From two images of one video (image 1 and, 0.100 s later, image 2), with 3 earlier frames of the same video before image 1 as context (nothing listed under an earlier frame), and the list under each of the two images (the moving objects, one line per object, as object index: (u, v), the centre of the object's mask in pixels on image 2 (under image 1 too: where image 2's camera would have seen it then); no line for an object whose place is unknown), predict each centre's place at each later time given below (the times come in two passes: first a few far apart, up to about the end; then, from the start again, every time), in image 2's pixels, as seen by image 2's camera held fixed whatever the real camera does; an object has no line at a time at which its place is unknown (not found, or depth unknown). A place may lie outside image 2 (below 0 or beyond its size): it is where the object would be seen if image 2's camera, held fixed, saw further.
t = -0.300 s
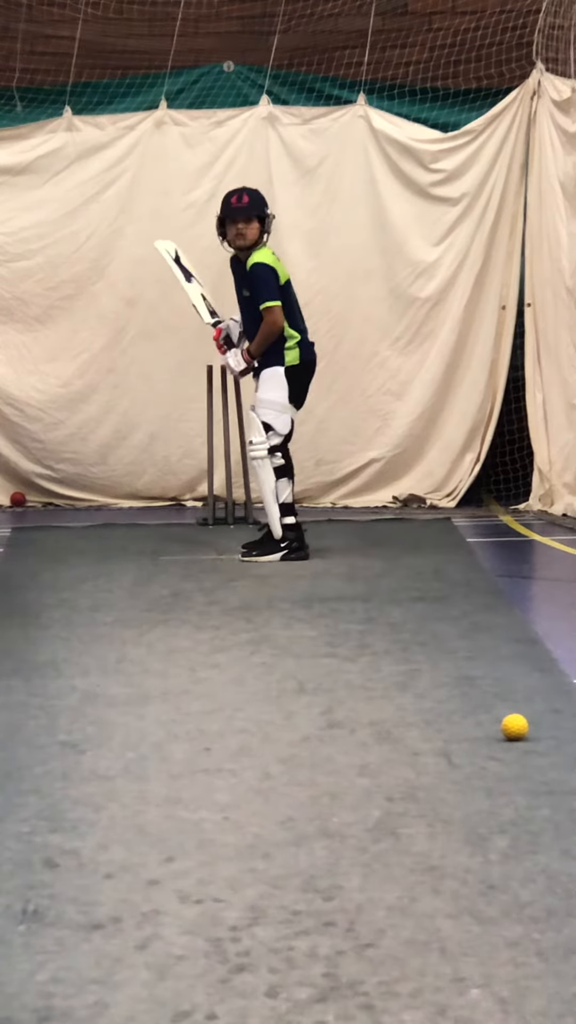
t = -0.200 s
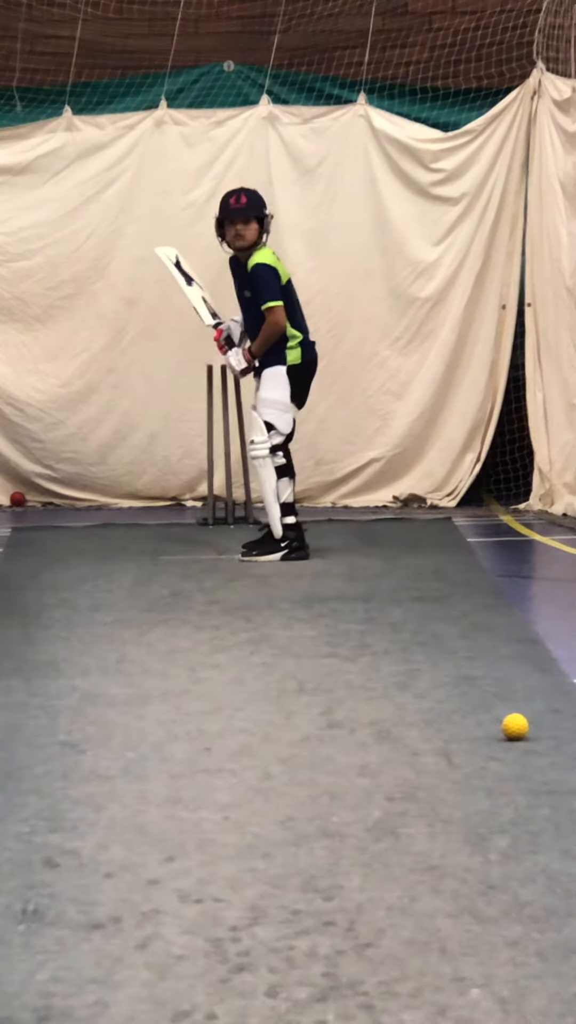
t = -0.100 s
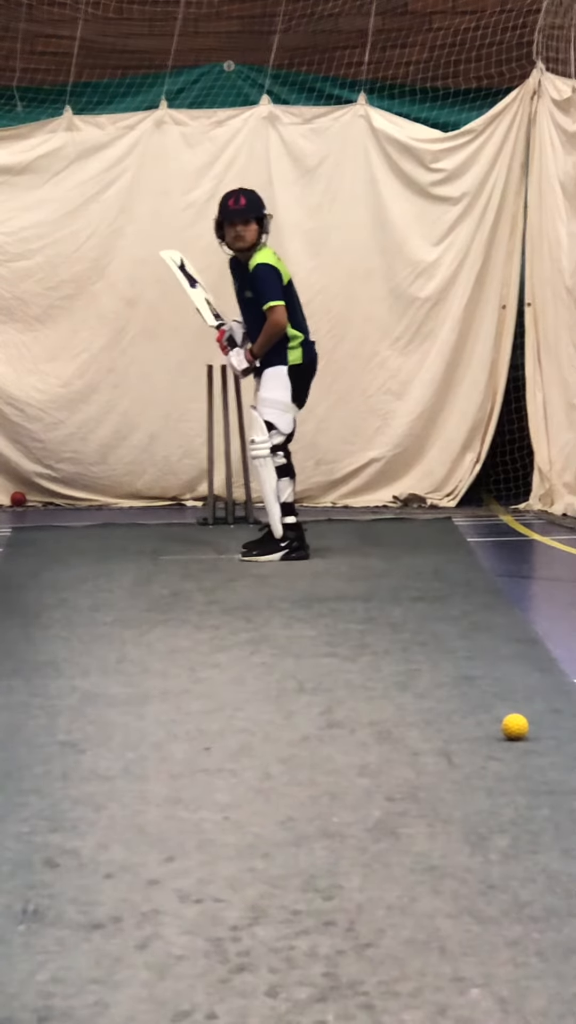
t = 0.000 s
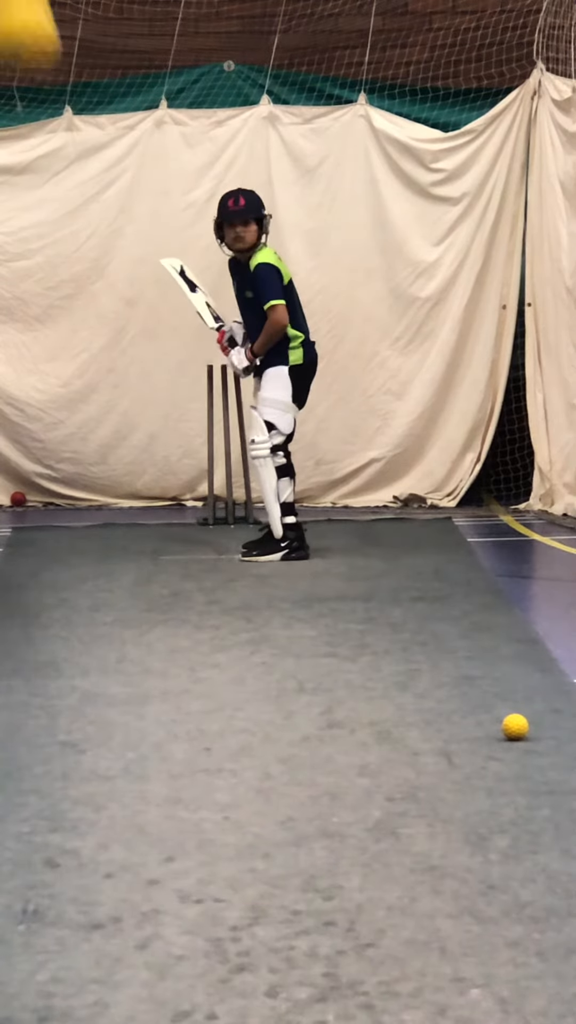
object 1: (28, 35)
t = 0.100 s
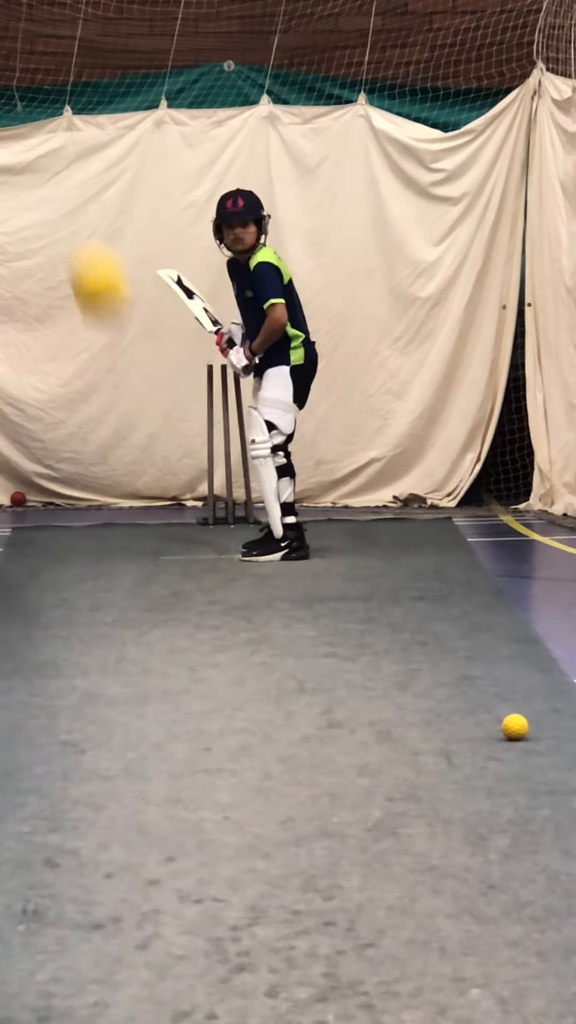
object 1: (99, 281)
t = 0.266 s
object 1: (168, 592)
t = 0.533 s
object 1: (192, 572)
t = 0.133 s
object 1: (117, 352)
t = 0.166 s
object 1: (133, 415)
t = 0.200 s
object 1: (148, 478)
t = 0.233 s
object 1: (158, 537)
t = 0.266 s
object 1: (168, 592)
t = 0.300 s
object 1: (176, 648)
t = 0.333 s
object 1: (184, 701)
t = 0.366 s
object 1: (191, 752)
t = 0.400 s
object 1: (197, 795)
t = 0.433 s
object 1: (196, 735)
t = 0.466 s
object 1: (194, 674)
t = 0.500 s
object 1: (192, 619)
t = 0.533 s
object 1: (192, 572)
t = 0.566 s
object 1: (190, 532)
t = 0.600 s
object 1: (189, 500)
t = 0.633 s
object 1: (189, 473)
